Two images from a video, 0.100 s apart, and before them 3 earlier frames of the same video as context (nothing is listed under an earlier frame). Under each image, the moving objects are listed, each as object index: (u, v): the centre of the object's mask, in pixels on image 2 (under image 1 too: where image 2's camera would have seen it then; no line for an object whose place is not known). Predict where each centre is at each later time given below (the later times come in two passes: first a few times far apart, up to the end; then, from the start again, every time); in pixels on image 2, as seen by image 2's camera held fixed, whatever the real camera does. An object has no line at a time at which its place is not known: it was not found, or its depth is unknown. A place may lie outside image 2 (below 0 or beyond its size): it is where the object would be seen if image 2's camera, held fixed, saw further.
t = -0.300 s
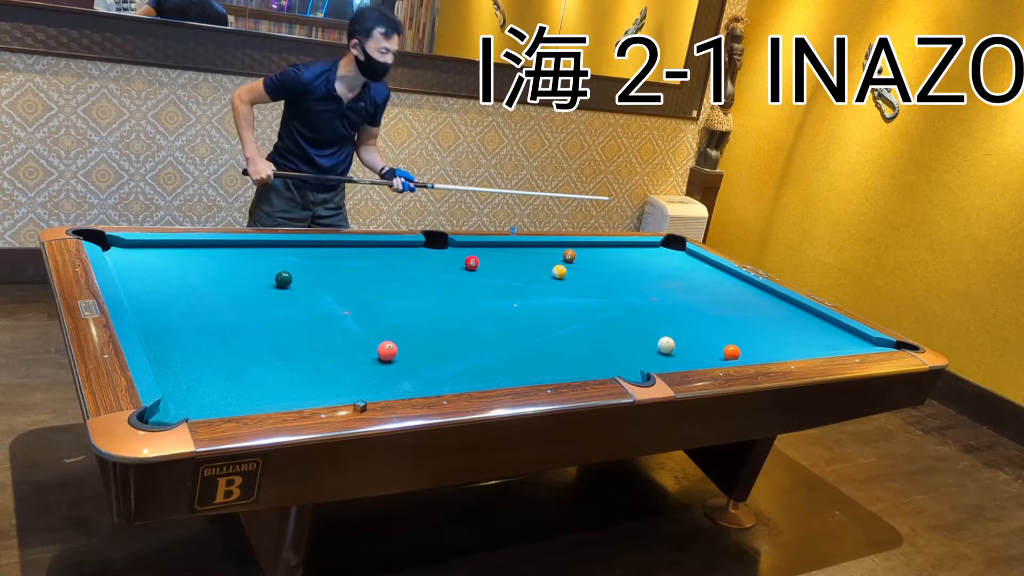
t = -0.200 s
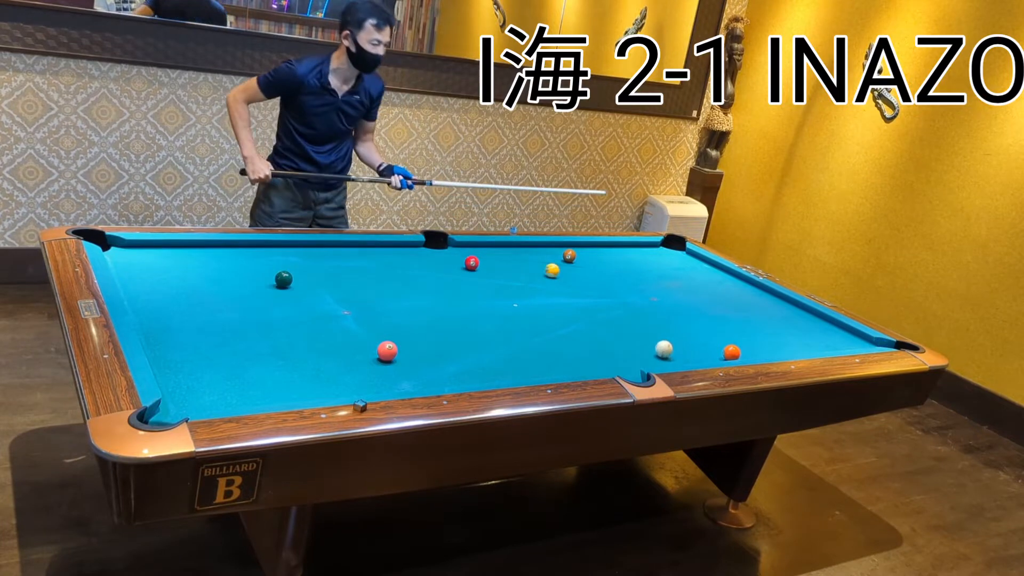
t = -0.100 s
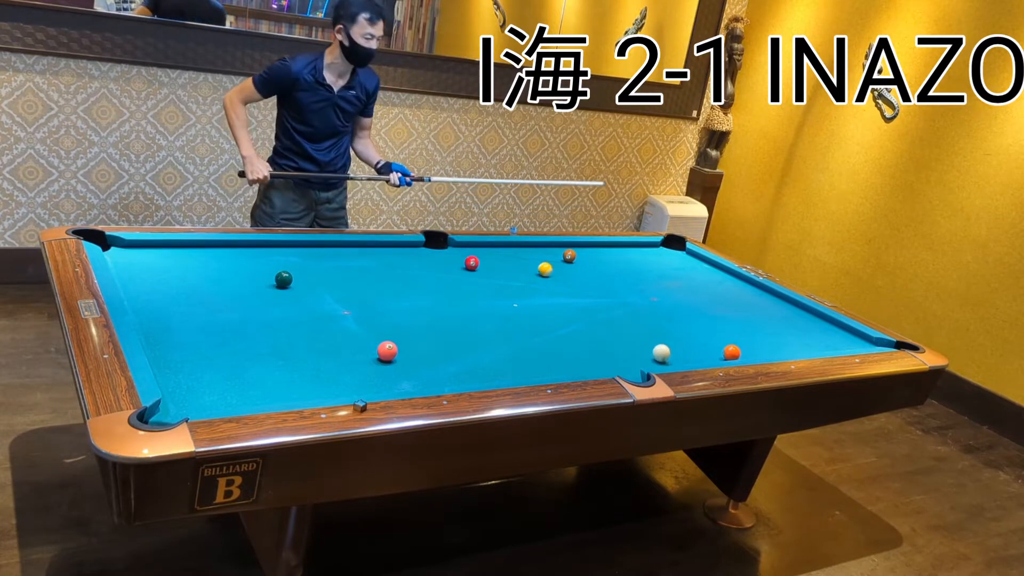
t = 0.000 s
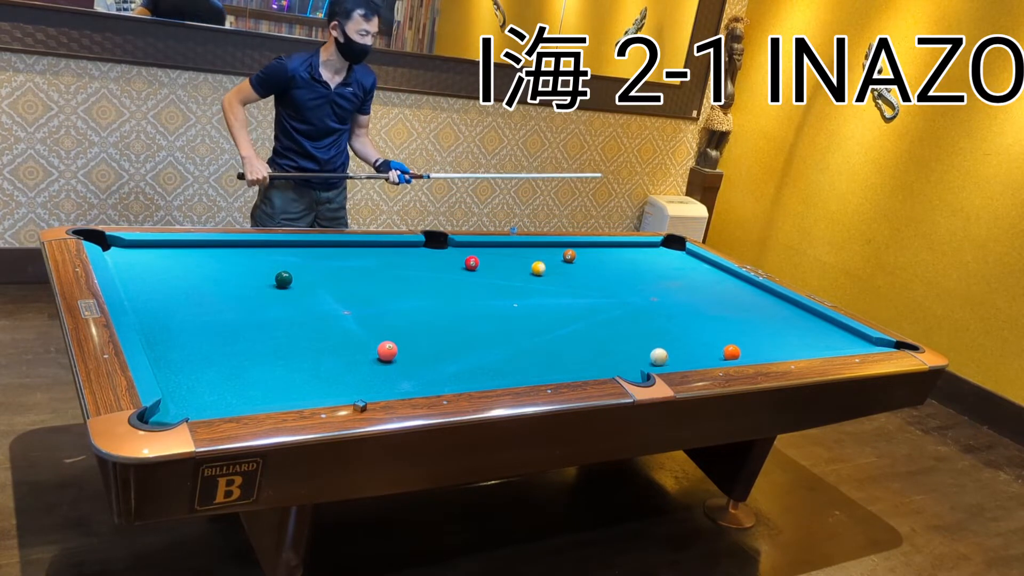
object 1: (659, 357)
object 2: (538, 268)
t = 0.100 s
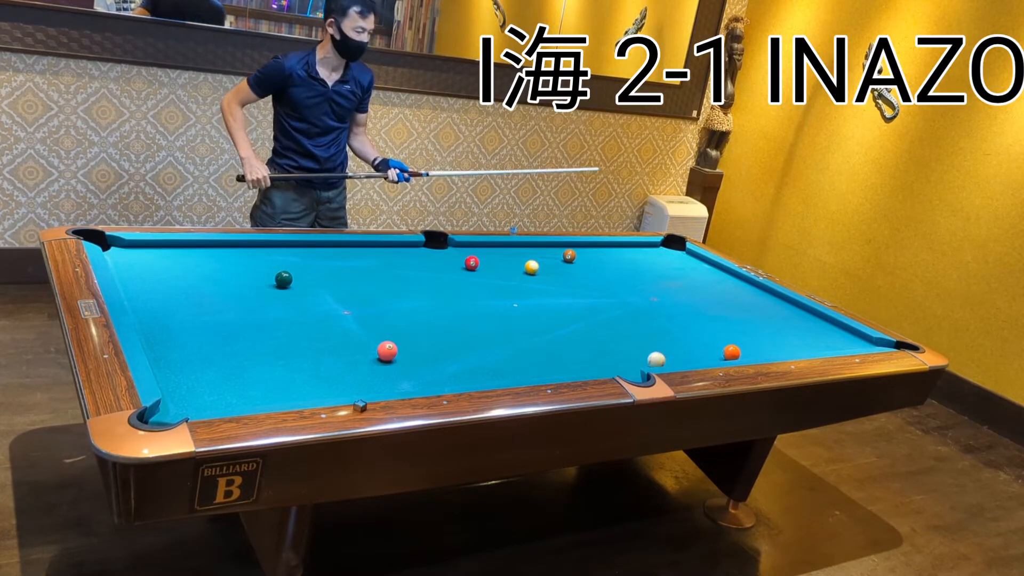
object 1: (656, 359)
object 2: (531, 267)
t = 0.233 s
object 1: (653, 362)
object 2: (523, 266)
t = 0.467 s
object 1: (636, 364)
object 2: (509, 264)
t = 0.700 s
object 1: (622, 362)
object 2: (496, 262)
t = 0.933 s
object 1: (608, 360)
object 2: (484, 260)
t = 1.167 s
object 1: (595, 358)
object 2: (475, 255)
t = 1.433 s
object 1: (582, 356)
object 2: (461, 256)
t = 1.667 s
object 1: (572, 355)
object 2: (454, 255)
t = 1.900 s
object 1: (563, 354)
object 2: (446, 255)
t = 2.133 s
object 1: (555, 353)
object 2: (440, 254)
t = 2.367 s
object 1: (550, 352)
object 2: (435, 253)
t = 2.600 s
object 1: (545, 351)
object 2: (431, 253)
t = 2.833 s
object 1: (541, 350)
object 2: (428, 252)
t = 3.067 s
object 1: (539, 349)
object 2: (427, 252)
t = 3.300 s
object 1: (538, 349)
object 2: (427, 252)
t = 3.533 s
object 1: (538, 349)
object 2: (427, 253)
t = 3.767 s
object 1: (538, 349)
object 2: (427, 253)
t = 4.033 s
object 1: (538, 349)
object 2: (427, 253)
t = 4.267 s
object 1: (538, 349)
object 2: (427, 253)
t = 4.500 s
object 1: (538, 349)
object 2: (427, 253)
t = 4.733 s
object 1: (538, 349)
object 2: (426, 253)
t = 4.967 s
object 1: (538, 349)
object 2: (426, 253)
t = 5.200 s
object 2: (426, 253)
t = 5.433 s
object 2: (427, 252)
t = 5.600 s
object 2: (427, 253)
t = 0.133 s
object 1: (655, 360)
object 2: (529, 267)
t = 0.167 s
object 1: (655, 361)
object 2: (527, 267)
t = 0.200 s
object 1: (654, 362)
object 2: (525, 266)
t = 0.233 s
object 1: (653, 362)
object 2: (523, 266)
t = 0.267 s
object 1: (650, 362)
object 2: (521, 266)
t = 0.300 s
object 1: (648, 362)
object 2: (519, 266)
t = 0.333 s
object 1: (645, 362)
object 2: (517, 265)
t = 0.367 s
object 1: (643, 363)
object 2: (515, 265)
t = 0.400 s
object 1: (640, 363)
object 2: (513, 265)
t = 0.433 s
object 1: (638, 363)
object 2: (511, 264)
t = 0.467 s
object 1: (636, 364)
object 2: (509, 264)
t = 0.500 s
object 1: (634, 364)
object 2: (507, 264)
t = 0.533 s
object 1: (632, 363)
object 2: (505, 263)
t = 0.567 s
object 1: (630, 363)
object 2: (503, 263)
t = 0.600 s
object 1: (628, 363)
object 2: (501, 263)
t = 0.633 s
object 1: (626, 363)
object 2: (500, 263)
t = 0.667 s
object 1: (623, 362)
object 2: (498, 262)
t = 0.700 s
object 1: (622, 362)
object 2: (496, 262)
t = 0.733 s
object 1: (619, 362)
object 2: (494, 262)
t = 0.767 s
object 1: (617, 361)
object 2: (492, 261)
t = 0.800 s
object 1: (615, 361)
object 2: (491, 261)
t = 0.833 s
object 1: (613, 361)
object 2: (489, 261)
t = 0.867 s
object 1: (612, 361)
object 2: (487, 261)
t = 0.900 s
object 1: (610, 360)
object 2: (486, 260)
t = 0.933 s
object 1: (608, 360)
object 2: (484, 260)
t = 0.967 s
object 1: (606, 360)
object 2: (483, 260)
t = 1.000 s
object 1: (604, 360)
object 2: (482, 259)
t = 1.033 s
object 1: (602, 359)
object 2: (481, 259)
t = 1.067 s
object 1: (600, 359)
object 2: (480, 258)
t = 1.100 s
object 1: (598, 359)
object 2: (478, 257)
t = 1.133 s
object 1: (596, 359)
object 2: (477, 256)
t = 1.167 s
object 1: (595, 358)
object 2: (475, 255)
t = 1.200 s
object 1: (593, 358)
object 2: (472, 255)
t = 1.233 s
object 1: (591, 358)
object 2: (470, 254)
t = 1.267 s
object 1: (590, 358)
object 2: (468, 255)
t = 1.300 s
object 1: (588, 357)
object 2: (466, 255)
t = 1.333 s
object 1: (586, 357)
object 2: (465, 256)
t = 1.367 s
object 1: (585, 357)
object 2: (464, 256)
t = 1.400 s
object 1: (583, 357)
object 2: (463, 256)
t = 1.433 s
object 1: (582, 356)
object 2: (461, 256)
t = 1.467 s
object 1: (580, 356)
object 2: (461, 256)
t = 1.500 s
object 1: (579, 356)
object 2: (460, 256)
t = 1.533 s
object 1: (577, 356)
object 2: (459, 256)
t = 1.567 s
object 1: (576, 355)
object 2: (457, 256)
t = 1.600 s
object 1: (574, 355)
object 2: (456, 256)
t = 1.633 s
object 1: (573, 355)
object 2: (455, 255)
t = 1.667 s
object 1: (572, 355)
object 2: (454, 255)
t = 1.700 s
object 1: (570, 355)
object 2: (453, 255)
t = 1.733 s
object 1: (569, 355)
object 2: (452, 255)
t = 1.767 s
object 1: (568, 354)
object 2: (450, 255)
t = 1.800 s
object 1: (567, 354)
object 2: (449, 255)
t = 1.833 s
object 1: (565, 354)
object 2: (449, 255)
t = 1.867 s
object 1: (564, 354)
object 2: (447, 255)
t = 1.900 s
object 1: (563, 354)
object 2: (446, 255)
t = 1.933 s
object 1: (562, 354)
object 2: (445, 255)
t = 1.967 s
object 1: (561, 353)
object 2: (444, 254)
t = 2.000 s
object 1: (560, 353)
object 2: (444, 254)
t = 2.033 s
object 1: (559, 353)
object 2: (443, 254)
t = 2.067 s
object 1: (558, 353)
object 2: (442, 254)
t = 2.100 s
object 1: (557, 353)
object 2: (441, 254)
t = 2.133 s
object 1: (555, 353)
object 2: (440, 254)
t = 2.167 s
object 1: (555, 352)
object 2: (439, 254)
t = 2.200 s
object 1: (554, 352)
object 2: (438, 254)
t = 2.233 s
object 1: (553, 352)
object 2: (438, 254)
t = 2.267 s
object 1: (552, 352)
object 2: (437, 253)
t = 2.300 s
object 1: (551, 352)
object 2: (436, 253)
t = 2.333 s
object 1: (550, 352)
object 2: (436, 253)
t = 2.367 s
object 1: (550, 352)
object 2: (435, 253)
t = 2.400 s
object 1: (549, 352)
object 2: (434, 253)
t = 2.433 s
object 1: (548, 352)
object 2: (434, 253)
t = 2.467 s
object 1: (547, 352)
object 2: (433, 253)
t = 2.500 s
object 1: (547, 351)
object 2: (433, 253)
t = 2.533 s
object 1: (546, 352)
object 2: (432, 253)
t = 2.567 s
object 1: (545, 351)
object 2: (432, 253)
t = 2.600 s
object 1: (545, 351)
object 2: (431, 253)
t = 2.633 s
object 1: (544, 351)
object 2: (431, 253)
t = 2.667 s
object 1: (543, 351)
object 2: (430, 253)
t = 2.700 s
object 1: (543, 351)
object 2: (430, 252)
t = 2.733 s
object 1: (542, 351)
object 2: (429, 253)
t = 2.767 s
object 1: (542, 351)
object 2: (429, 253)
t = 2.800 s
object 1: (542, 351)
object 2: (429, 253)
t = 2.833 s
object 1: (541, 350)
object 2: (428, 252)
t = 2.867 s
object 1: (541, 350)
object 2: (428, 252)
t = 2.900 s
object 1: (541, 350)
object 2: (428, 252)
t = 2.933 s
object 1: (540, 350)
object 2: (428, 252)
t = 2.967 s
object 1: (540, 350)
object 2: (427, 252)
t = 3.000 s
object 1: (539, 350)
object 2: (427, 252)
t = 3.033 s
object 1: (539, 350)
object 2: (427, 252)
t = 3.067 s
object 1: (539, 349)
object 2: (427, 252)
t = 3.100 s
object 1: (539, 349)
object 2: (427, 252)
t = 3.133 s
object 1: (538, 350)
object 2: (427, 252)
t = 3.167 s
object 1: (538, 349)
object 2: (427, 252)
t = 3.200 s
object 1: (538, 349)
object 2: (427, 252)
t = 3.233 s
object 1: (538, 350)
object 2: (427, 252)
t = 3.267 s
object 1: (538, 349)
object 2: (427, 252)
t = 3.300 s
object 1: (538, 349)
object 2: (427, 252)
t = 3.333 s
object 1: (538, 349)
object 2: (427, 253)
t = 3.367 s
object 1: (538, 349)
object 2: (427, 253)
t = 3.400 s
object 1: (538, 349)
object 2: (427, 252)
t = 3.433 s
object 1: (538, 349)
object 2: (427, 253)
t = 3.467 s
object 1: (538, 349)
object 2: (427, 253)
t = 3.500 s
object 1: (538, 349)
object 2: (427, 253)
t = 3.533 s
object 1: (538, 349)
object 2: (427, 253)
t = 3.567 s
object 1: (538, 349)
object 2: (427, 253)
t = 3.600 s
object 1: (538, 349)
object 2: (427, 253)
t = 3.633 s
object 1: (538, 349)
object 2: (427, 253)
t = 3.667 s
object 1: (538, 349)
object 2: (427, 252)
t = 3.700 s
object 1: (538, 349)
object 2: (427, 252)
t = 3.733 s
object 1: (538, 349)
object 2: (427, 253)
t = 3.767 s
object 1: (538, 349)
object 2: (427, 253)
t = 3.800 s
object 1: (538, 349)
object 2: (427, 253)
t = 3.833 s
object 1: (538, 349)
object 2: (427, 253)
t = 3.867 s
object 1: (538, 349)
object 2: (427, 253)
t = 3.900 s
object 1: (538, 349)
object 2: (427, 253)
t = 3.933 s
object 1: (538, 349)
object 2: (427, 253)
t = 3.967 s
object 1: (538, 349)
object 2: (427, 253)
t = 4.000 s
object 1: (538, 349)
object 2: (427, 253)
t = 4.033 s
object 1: (538, 349)
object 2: (427, 253)
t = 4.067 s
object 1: (538, 349)
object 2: (427, 253)
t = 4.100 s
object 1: (538, 349)
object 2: (427, 253)
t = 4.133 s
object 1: (538, 349)
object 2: (426, 253)
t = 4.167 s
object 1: (538, 349)
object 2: (427, 253)
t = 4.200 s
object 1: (538, 349)
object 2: (427, 253)
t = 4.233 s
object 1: (538, 349)
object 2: (427, 253)
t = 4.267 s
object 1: (538, 349)
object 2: (427, 253)
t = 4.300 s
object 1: (538, 349)
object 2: (427, 253)
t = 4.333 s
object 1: (538, 349)
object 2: (427, 253)
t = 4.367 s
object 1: (538, 349)
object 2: (427, 253)
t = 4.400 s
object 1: (538, 349)
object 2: (427, 253)
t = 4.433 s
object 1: (538, 349)
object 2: (427, 253)
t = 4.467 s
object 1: (538, 349)
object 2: (427, 253)
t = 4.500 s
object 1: (538, 349)
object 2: (427, 253)
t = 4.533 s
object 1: (538, 349)
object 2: (427, 253)
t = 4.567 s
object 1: (538, 349)
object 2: (427, 253)
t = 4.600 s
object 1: (538, 349)
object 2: (427, 253)
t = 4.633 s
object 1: (538, 349)
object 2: (427, 253)
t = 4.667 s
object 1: (538, 349)
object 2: (426, 253)
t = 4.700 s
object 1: (538, 349)
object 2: (426, 253)
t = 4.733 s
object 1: (538, 349)
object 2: (426, 253)
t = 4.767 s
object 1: (538, 349)
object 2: (426, 253)
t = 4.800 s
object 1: (538, 349)
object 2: (426, 253)
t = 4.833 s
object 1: (538, 349)
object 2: (426, 253)
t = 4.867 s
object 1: (538, 349)
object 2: (426, 253)
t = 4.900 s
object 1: (538, 349)
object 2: (426, 253)
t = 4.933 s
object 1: (538, 349)
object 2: (426, 253)
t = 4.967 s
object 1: (538, 349)
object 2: (426, 253)
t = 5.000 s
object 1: (538, 349)
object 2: (426, 253)
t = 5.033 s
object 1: (538, 349)
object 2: (426, 253)
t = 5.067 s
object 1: (538, 349)
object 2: (426, 253)
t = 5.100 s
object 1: (538, 349)
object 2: (426, 253)
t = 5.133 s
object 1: (538, 349)
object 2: (426, 253)
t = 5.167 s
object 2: (426, 253)
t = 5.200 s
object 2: (426, 253)
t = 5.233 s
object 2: (426, 253)
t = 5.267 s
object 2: (426, 253)
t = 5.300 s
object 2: (426, 253)
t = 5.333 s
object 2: (426, 253)
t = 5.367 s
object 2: (426, 253)
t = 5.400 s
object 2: (426, 253)
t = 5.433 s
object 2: (427, 252)
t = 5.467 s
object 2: (426, 253)
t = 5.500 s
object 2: (428, 253)
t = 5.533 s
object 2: (426, 253)
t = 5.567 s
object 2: (427, 253)
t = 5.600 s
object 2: (427, 253)
